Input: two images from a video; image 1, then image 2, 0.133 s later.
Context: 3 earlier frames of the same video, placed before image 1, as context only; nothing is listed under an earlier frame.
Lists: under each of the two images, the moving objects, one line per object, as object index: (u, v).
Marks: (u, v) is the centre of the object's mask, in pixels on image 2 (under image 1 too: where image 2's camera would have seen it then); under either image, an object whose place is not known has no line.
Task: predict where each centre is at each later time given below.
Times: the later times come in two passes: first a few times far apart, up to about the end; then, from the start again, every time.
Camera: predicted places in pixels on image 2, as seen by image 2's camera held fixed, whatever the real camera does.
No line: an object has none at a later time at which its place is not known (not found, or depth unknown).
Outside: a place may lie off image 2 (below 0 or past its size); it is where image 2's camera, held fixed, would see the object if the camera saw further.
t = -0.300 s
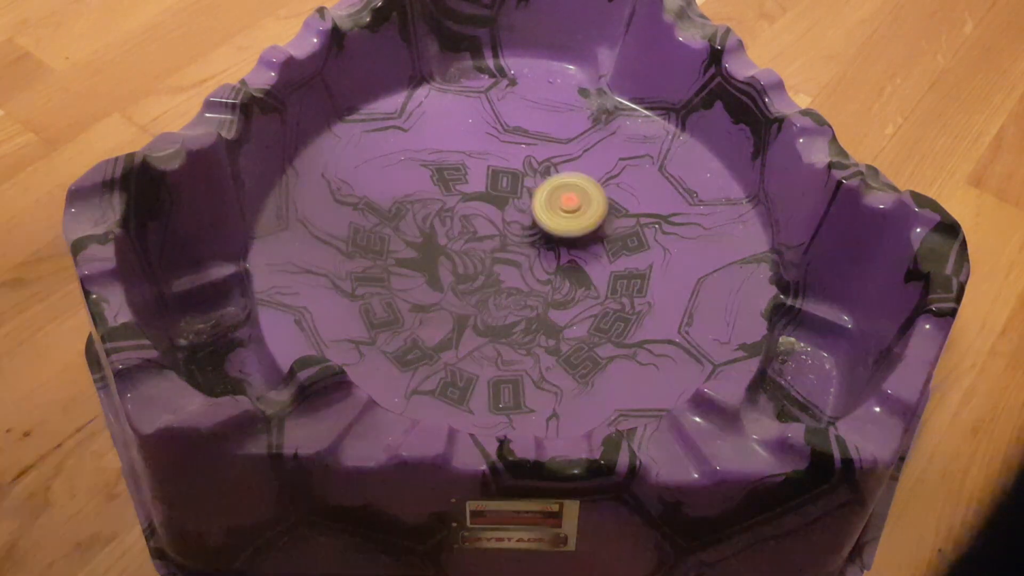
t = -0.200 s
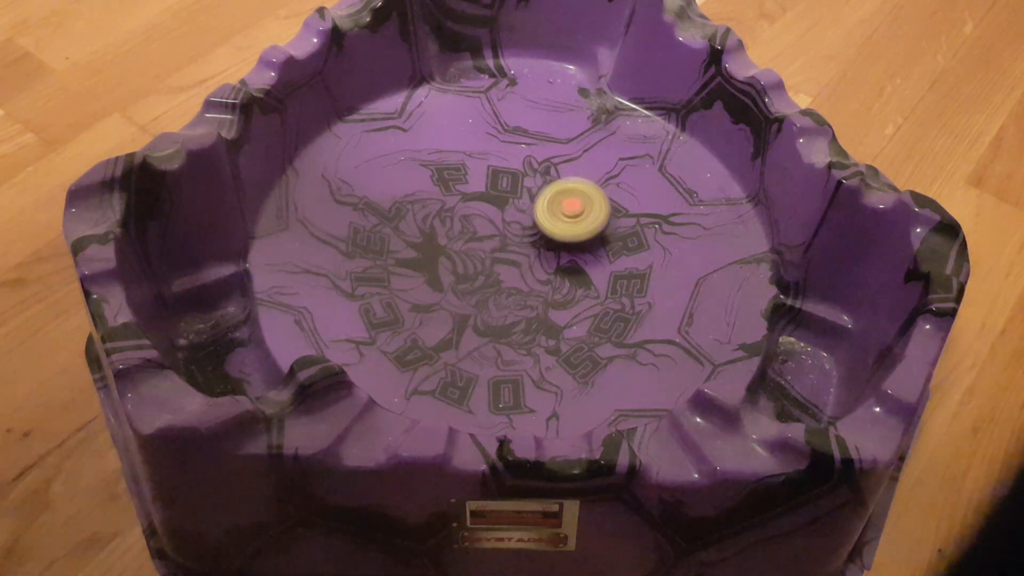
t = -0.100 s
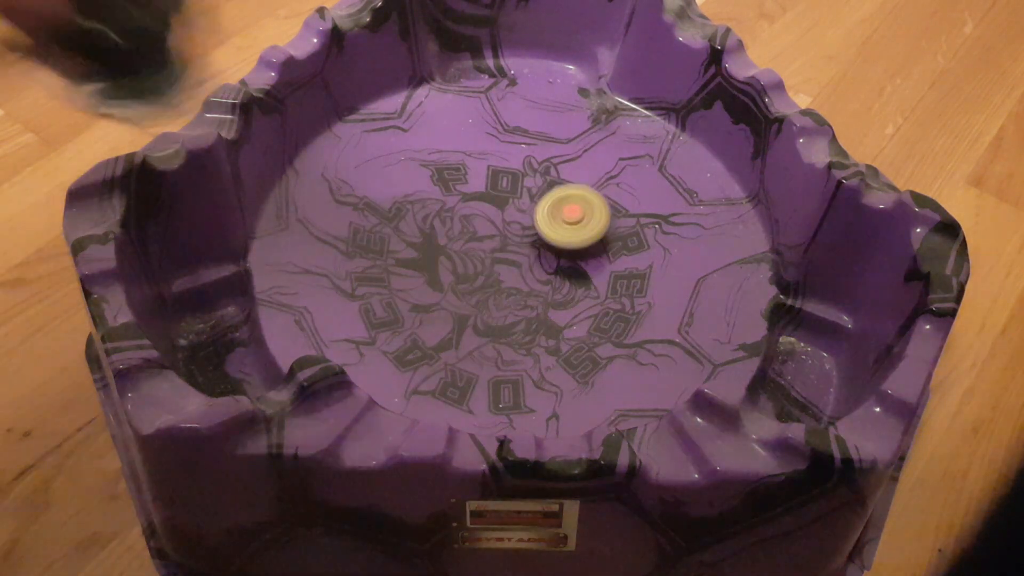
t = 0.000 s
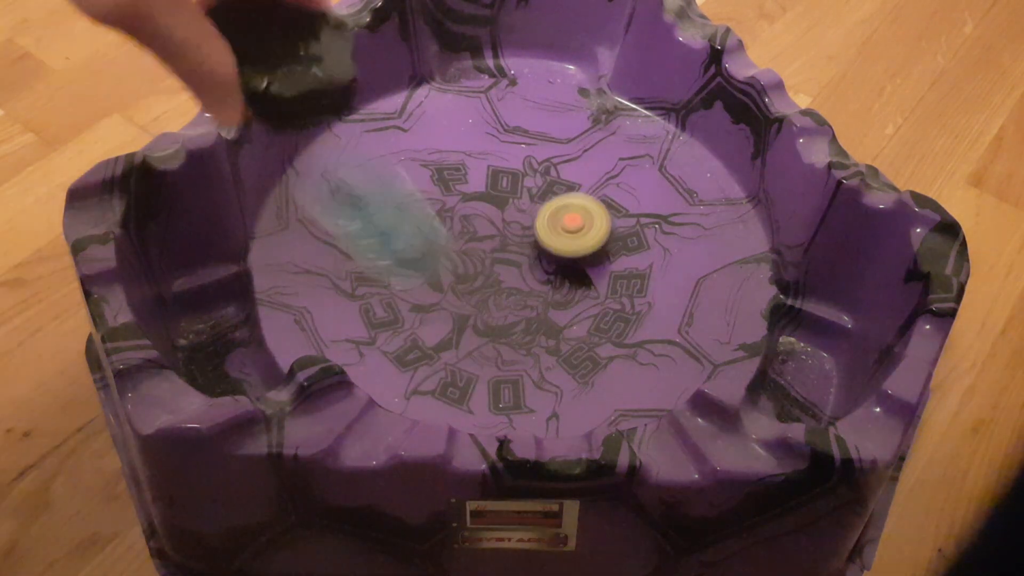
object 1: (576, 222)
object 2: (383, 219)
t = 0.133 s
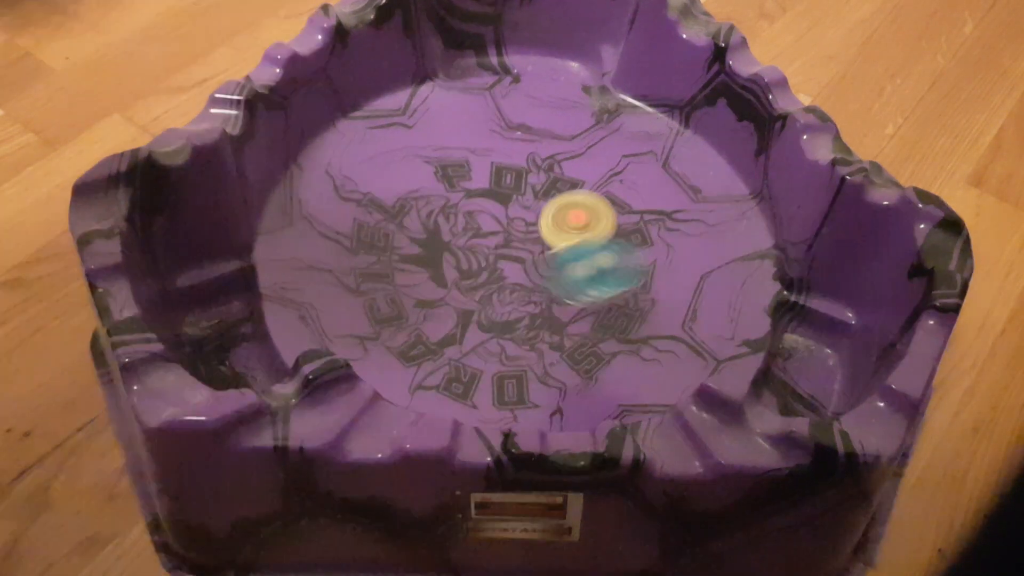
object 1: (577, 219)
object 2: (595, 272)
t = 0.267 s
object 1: (571, 235)
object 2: (748, 249)
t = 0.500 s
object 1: (552, 237)
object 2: (613, 155)
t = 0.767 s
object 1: (523, 269)
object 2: (428, 133)
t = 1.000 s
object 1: (509, 293)
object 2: (357, 207)
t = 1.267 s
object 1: (515, 321)
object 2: (408, 259)
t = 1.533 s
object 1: (655, 363)
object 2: (385, 208)
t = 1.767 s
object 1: (630, 303)
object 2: (399, 210)
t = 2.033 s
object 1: (578, 253)
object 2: (447, 190)
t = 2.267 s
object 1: (536, 225)
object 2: (472, 167)
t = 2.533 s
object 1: (560, 314)
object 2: (450, 95)
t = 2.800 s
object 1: (586, 305)
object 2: (427, 149)
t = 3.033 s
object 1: (587, 288)
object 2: (491, 192)
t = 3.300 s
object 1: (575, 278)
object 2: (599, 206)
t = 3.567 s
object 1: (563, 269)
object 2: (649, 180)
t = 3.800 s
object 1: (551, 261)
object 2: (605, 175)
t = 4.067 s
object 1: (539, 255)
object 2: (614, 229)
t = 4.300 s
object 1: (489, 252)
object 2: (666, 273)
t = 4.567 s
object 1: (478, 251)
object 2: (663, 285)
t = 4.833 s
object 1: (476, 247)
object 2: (616, 300)
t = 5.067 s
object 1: (482, 242)
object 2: (565, 325)
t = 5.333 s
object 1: (493, 233)
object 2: (519, 353)
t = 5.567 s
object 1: (502, 229)
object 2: (494, 363)
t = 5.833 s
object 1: (513, 230)
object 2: (479, 338)
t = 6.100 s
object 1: (526, 237)
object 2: (434, 299)
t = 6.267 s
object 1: (534, 243)
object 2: (416, 292)
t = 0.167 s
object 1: (574, 235)
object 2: (641, 258)
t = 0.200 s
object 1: (575, 234)
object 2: (682, 255)
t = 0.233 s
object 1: (573, 234)
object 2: (722, 266)
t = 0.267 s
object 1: (571, 235)
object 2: (748, 249)
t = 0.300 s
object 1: (568, 227)
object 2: (741, 223)
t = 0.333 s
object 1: (564, 231)
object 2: (725, 208)
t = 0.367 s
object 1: (563, 233)
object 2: (703, 205)
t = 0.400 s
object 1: (563, 231)
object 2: (684, 194)
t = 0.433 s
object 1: (560, 233)
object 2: (663, 182)
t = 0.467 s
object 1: (556, 235)
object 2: (638, 166)
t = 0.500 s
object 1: (552, 237)
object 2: (613, 155)
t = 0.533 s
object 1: (549, 240)
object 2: (590, 147)
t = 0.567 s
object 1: (544, 244)
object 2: (565, 139)
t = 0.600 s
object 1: (538, 248)
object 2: (542, 134)
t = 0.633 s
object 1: (534, 252)
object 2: (517, 130)
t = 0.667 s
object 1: (530, 256)
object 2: (495, 129)
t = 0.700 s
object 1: (528, 260)
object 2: (471, 129)
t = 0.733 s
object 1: (526, 265)
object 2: (450, 130)
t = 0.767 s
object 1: (523, 269)
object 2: (428, 133)
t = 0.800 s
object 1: (521, 274)
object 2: (410, 138)
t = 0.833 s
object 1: (519, 278)
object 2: (394, 145)
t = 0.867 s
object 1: (517, 281)
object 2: (379, 153)
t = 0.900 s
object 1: (515, 285)
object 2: (366, 166)
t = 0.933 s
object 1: (513, 288)
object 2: (360, 177)
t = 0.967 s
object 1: (511, 291)
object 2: (357, 192)
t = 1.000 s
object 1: (509, 293)
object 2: (357, 207)
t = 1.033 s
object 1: (506, 296)
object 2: (361, 219)
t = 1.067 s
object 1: (504, 298)
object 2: (367, 231)
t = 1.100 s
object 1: (502, 301)
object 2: (375, 239)
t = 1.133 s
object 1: (499, 303)
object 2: (384, 247)
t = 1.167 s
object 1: (497, 305)
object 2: (394, 255)
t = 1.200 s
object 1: (494, 306)
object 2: (407, 264)
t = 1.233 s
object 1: (492, 307)
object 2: (416, 268)
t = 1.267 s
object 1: (515, 321)
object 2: (408, 259)
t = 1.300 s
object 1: (548, 342)
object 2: (393, 244)
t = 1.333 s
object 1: (576, 357)
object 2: (386, 232)
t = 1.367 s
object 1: (601, 368)
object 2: (381, 223)
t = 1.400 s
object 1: (622, 376)
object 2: (379, 217)
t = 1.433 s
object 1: (638, 378)
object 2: (379, 212)
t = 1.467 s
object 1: (648, 375)
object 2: (381, 209)
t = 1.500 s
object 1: (654, 370)
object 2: (382, 208)
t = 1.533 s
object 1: (655, 363)
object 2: (385, 208)
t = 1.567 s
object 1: (653, 354)
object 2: (386, 208)
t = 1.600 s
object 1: (651, 345)
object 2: (388, 209)
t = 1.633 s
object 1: (648, 336)
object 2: (390, 209)
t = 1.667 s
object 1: (645, 327)
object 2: (392, 210)
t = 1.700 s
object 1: (641, 319)
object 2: (394, 211)
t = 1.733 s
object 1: (635, 310)
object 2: (396, 211)
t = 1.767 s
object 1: (630, 303)
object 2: (399, 210)
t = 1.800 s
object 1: (624, 296)
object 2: (403, 210)
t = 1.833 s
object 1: (618, 289)
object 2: (410, 208)
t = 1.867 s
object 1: (612, 282)
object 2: (417, 207)
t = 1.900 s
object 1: (605, 276)
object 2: (424, 203)
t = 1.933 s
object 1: (598, 271)
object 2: (432, 200)
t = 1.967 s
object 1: (591, 265)
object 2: (438, 197)
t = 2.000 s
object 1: (584, 259)
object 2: (443, 193)
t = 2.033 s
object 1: (578, 253)
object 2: (447, 190)
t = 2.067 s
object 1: (572, 248)
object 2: (450, 186)
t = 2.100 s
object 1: (566, 243)
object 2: (454, 182)
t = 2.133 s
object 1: (559, 239)
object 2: (457, 179)
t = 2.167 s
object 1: (553, 235)
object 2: (461, 175)
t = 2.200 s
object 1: (547, 232)
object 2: (465, 172)
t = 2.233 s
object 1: (542, 228)
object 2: (468, 169)
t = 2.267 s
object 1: (536, 225)
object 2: (472, 167)
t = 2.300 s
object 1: (531, 221)
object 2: (475, 164)
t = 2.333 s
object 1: (526, 218)
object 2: (480, 162)
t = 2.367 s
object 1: (526, 227)
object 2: (481, 152)
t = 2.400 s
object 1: (536, 253)
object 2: (477, 130)
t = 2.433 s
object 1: (543, 275)
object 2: (472, 114)
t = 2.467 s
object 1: (550, 292)
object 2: (465, 102)
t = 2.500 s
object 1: (555, 305)
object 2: (457, 97)
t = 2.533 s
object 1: (560, 314)
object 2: (450, 95)
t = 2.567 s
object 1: (564, 318)
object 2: (442, 97)
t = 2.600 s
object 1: (567, 319)
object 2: (436, 100)
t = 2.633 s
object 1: (571, 318)
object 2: (430, 106)
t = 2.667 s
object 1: (574, 316)
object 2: (426, 114)
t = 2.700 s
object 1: (577, 313)
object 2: (423, 123)
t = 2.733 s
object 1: (581, 310)
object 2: (423, 132)
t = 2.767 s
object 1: (583, 307)
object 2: (424, 141)
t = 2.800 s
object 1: (586, 305)
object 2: (427, 149)
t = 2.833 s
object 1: (587, 302)
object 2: (432, 157)
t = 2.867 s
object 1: (589, 300)
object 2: (439, 165)
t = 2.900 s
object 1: (589, 297)
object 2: (447, 171)
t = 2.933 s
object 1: (589, 295)
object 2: (457, 177)
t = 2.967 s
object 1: (589, 293)
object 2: (468, 182)
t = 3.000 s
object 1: (588, 291)
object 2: (479, 187)
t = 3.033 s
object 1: (587, 288)
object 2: (491, 192)
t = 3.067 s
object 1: (585, 286)
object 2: (505, 196)
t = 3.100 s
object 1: (583, 284)
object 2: (519, 200)
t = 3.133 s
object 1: (582, 283)
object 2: (532, 204)
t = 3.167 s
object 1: (581, 281)
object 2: (545, 206)
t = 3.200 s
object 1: (579, 280)
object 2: (559, 207)
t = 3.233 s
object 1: (578, 280)
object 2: (573, 208)
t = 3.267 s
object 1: (577, 279)
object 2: (586, 208)
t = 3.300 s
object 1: (575, 278)
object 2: (599, 206)
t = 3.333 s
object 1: (575, 277)
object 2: (611, 204)
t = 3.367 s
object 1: (573, 276)
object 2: (622, 202)
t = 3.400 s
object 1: (572, 275)
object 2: (635, 199)
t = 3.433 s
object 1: (570, 273)
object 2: (645, 195)
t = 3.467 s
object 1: (569, 273)
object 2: (651, 191)
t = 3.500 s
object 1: (567, 271)
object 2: (654, 187)
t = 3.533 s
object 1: (565, 270)
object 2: (652, 183)
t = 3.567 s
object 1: (563, 269)
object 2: (649, 180)
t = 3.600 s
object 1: (561, 268)
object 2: (643, 176)
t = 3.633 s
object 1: (559, 267)
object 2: (638, 173)
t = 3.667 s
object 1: (557, 266)
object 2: (630, 171)
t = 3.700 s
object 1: (556, 265)
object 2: (623, 171)
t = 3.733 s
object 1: (554, 263)
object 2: (616, 172)
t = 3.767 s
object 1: (553, 262)
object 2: (610, 173)
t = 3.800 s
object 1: (551, 261)
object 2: (605, 175)
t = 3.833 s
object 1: (550, 261)
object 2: (603, 177)
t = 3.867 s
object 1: (550, 259)
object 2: (604, 181)
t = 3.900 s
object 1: (548, 258)
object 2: (605, 187)
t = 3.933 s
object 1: (546, 258)
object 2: (607, 196)
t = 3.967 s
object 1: (544, 257)
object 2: (608, 204)
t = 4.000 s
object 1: (542, 256)
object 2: (611, 212)
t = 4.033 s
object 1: (540, 256)
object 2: (613, 221)
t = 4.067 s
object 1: (539, 255)
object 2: (614, 229)
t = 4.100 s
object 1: (533, 254)
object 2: (619, 238)
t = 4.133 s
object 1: (519, 255)
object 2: (632, 244)
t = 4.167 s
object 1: (507, 254)
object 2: (640, 250)
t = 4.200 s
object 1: (500, 253)
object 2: (648, 256)
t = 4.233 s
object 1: (496, 252)
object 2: (654, 262)
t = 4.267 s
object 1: (492, 252)
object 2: (661, 268)
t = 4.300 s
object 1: (489, 252)
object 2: (666, 273)
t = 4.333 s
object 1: (487, 251)
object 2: (669, 277)
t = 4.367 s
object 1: (485, 251)
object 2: (671, 280)
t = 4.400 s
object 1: (483, 251)
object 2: (672, 282)
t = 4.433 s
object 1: (481, 250)
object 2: (672, 283)
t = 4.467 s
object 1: (480, 251)
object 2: (671, 283)
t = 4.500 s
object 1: (479, 251)
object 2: (669, 283)
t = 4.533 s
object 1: (478, 251)
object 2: (666, 284)
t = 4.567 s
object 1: (478, 251)
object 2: (663, 285)
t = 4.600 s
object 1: (477, 251)
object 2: (659, 285)
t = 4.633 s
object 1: (477, 250)
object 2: (654, 286)
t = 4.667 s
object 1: (476, 250)
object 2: (650, 288)
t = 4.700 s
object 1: (476, 250)
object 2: (645, 290)
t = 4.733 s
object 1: (476, 249)
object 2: (638, 293)
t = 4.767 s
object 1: (476, 249)
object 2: (632, 295)
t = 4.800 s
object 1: (476, 248)
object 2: (624, 297)
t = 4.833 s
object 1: (476, 247)
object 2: (616, 300)
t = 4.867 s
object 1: (477, 247)
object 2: (609, 303)
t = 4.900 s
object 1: (477, 246)
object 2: (601, 306)
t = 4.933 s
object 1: (478, 245)
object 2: (594, 310)
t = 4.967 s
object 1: (479, 245)
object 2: (587, 313)
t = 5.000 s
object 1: (480, 243)
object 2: (579, 317)
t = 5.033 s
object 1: (481, 243)
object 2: (572, 321)
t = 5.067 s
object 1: (482, 242)
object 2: (565, 325)
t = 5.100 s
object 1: (483, 241)
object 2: (558, 329)
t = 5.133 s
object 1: (485, 240)
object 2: (553, 333)
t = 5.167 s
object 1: (486, 239)
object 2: (547, 337)
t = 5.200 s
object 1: (488, 237)
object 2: (541, 341)
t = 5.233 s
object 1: (489, 236)
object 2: (536, 345)
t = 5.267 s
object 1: (491, 235)
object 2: (530, 348)
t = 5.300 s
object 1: (492, 235)
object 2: (524, 351)
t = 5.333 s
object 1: (493, 233)
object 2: (519, 353)
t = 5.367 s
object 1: (495, 233)
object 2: (513, 356)
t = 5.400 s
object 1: (496, 232)
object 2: (506, 359)
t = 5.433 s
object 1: (497, 231)
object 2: (502, 360)
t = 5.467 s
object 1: (499, 230)
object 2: (498, 362)
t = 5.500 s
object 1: (500, 230)
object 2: (495, 363)
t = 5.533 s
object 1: (501, 229)
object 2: (494, 364)
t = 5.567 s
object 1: (502, 229)
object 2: (494, 363)
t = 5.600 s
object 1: (503, 229)
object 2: (494, 363)
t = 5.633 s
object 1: (505, 229)
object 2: (494, 361)
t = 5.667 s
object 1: (506, 229)
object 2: (493, 358)
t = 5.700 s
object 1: (507, 229)
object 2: (493, 355)
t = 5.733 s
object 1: (508, 229)
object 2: (491, 352)
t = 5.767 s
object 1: (509, 229)
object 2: (488, 348)
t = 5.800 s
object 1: (511, 230)
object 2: (484, 344)
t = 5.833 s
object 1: (513, 230)
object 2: (479, 338)
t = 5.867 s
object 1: (514, 231)
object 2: (474, 333)
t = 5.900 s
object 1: (516, 232)
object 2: (469, 327)
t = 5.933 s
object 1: (518, 232)
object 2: (463, 321)
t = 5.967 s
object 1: (519, 233)
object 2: (457, 315)
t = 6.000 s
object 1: (521, 234)
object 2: (451, 310)
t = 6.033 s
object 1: (522, 235)
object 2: (445, 305)
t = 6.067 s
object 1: (524, 236)
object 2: (438, 302)
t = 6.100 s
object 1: (526, 237)
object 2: (434, 299)
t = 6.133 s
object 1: (528, 238)
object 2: (430, 298)
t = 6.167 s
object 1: (530, 239)
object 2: (426, 296)
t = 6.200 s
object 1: (531, 240)
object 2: (422, 295)
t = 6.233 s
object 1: (532, 242)
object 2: (419, 294)
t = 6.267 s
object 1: (534, 243)
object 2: (416, 292)
